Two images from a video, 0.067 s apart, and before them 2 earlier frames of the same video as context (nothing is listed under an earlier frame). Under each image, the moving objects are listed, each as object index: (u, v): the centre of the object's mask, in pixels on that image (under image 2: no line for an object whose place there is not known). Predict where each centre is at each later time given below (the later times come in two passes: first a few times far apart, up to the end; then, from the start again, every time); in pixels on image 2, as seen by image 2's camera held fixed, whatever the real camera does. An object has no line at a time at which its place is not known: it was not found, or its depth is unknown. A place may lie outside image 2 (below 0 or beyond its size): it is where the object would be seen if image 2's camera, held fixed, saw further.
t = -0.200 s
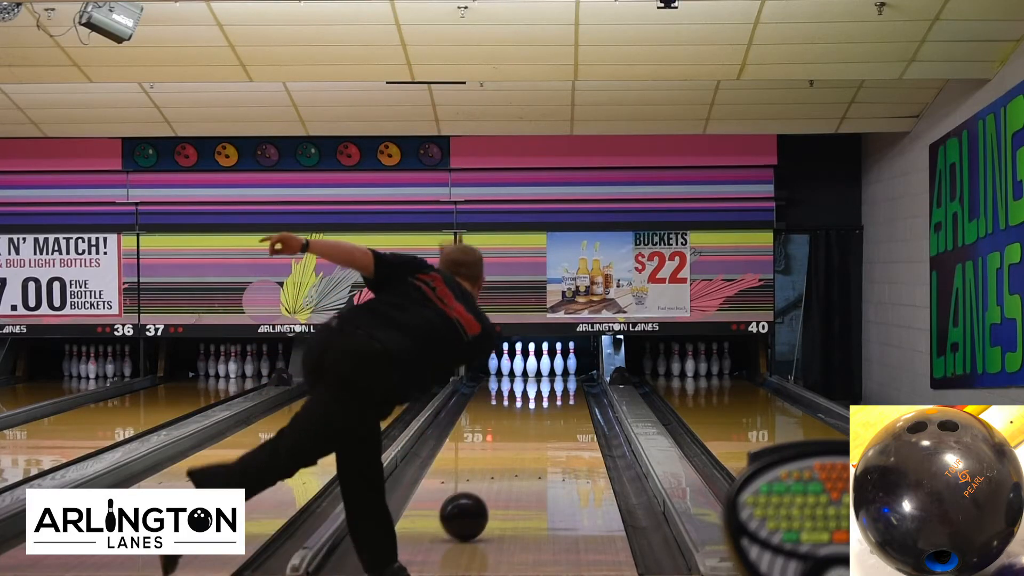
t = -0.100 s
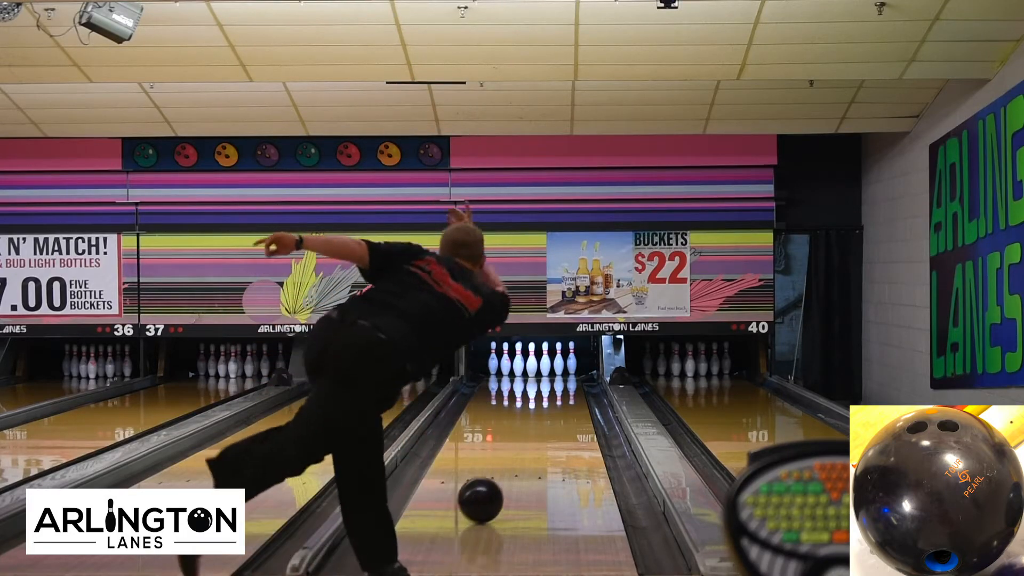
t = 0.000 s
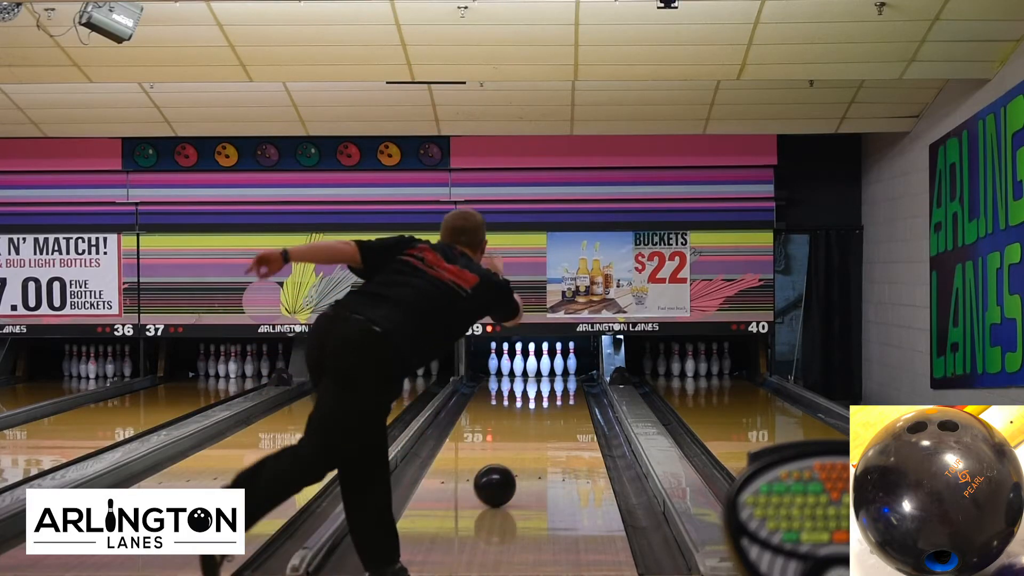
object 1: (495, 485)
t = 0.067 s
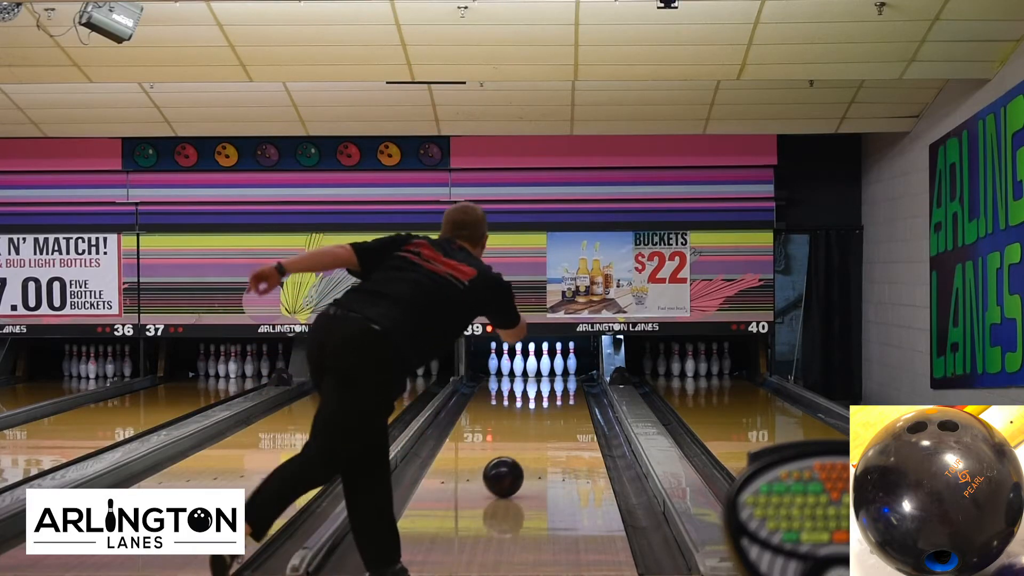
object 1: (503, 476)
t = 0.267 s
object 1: (525, 454)
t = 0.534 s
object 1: (545, 432)
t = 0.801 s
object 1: (558, 415)
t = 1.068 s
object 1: (566, 400)
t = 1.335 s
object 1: (569, 389)
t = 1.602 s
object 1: (565, 380)
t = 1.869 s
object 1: (551, 373)
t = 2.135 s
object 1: (538, 368)
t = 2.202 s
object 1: (536, 367)
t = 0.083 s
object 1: (505, 474)
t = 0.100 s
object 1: (507, 473)
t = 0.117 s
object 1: (509, 471)
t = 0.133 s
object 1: (511, 469)
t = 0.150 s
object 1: (513, 467)
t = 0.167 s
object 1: (514, 465)
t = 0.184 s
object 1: (516, 463)
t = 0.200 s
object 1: (518, 461)
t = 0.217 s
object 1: (520, 459)
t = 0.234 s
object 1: (521, 458)
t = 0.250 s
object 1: (523, 456)
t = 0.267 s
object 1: (525, 454)
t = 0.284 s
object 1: (526, 453)
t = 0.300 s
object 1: (528, 451)
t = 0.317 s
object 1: (529, 450)
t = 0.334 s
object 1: (530, 448)
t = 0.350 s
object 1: (532, 447)
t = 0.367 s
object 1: (533, 445)
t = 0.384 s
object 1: (535, 444)
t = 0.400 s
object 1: (536, 443)
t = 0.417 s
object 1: (537, 441)
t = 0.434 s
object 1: (538, 440)
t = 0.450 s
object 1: (540, 439)
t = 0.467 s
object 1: (541, 437)
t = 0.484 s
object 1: (542, 436)
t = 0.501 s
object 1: (543, 435)
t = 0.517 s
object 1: (544, 434)
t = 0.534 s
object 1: (545, 432)
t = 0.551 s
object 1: (546, 431)
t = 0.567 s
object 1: (547, 430)
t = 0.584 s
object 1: (548, 429)
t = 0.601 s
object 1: (549, 427)
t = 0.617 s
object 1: (550, 426)
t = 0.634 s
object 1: (551, 425)
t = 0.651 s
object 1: (552, 424)
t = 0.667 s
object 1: (553, 423)
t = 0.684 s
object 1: (553, 422)
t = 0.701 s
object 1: (554, 421)
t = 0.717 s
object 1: (555, 420)
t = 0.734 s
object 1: (556, 419)
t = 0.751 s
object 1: (556, 418)
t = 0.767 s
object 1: (557, 417)
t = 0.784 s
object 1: (558, 416)
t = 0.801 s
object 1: (558, 415)
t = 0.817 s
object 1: (559, 414)
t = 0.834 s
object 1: (559, 413)
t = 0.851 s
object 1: (560, 412)
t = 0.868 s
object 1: (561, 411)
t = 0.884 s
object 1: (561, 410)
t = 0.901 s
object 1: (562, 410)
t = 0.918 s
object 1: (562, 408)
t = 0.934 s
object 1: (563, 407)
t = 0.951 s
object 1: (563, 406)
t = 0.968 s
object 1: (564, 406)
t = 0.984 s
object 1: (564, 405)
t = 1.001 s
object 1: (565, 404)
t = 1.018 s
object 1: (565, 403)
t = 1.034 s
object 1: (565, 402)
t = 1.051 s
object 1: (566, 401)
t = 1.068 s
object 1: (566, 400)
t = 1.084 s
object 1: (566, 399)
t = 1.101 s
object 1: (567, 399)
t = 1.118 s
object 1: (567, 398)
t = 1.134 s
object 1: (568, 397)
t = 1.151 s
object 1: (568, 396)
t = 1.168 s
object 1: (568, 396)
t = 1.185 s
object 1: (568, 395)
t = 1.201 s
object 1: (568, 394)
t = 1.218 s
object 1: (569, 393)
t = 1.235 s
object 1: (569, 393)
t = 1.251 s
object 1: (569, 392)
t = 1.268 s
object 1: (569, 391)
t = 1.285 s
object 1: (569, 391)
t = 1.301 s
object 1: (569, 390)
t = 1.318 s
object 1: (569, 389)
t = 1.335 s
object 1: (569, 389)
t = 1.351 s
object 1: (570, 388)
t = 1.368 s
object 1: (570, 388)
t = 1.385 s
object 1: (570, 387)
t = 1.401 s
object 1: (570, 387)
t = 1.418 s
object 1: (569, 386)
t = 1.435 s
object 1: (569, 385)
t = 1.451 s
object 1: (569, 385)
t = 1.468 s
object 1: (569, 384)
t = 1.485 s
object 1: (569, 383)
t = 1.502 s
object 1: (569, 383)
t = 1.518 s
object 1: (568, 383)
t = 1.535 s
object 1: (568, 382)
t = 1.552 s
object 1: (567, 382)
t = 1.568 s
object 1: (567, 381)
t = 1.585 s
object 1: (566, 380)
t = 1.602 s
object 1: (565, 380)
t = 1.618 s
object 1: (565, 379)
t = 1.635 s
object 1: (564, 379)
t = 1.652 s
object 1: (564, 378)
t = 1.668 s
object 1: (563, 378)
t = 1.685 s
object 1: (562, 377)
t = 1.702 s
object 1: (561, 377)
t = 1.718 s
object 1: (561, 376)
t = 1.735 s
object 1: (560, 376)
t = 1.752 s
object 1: (559, 376)
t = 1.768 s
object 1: (558, 375)
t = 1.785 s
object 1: (557, 375)
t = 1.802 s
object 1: (556, 374)
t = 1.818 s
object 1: (555, 374)
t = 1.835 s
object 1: (554, 373)
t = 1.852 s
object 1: (553, 373)
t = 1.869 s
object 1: (551, 373)
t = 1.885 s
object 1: (550, 372)
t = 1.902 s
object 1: (549, 372)
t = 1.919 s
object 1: (549, 372)
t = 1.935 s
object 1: (547, 371)
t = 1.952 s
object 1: (546, 371)
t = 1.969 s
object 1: (546, 371)
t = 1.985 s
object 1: (544, 370)
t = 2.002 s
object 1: (543, 370)
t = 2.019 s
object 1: (542, 369)
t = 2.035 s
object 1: (541, 369)
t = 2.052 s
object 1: (540, 369)
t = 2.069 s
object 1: (539, 368)
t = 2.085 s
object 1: (538, 368)
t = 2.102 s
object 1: (538, 368)
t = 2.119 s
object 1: (538, 368)
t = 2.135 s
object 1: (538, 368)
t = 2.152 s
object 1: (537, 367)
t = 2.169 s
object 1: (537, 367)
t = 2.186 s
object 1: (536, 367)
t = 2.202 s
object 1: (536, 367)
